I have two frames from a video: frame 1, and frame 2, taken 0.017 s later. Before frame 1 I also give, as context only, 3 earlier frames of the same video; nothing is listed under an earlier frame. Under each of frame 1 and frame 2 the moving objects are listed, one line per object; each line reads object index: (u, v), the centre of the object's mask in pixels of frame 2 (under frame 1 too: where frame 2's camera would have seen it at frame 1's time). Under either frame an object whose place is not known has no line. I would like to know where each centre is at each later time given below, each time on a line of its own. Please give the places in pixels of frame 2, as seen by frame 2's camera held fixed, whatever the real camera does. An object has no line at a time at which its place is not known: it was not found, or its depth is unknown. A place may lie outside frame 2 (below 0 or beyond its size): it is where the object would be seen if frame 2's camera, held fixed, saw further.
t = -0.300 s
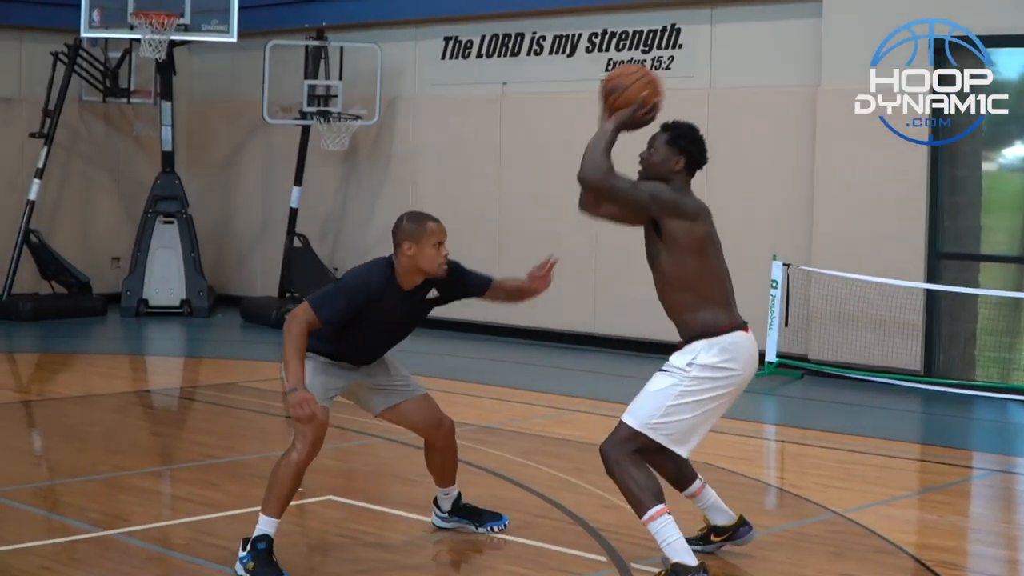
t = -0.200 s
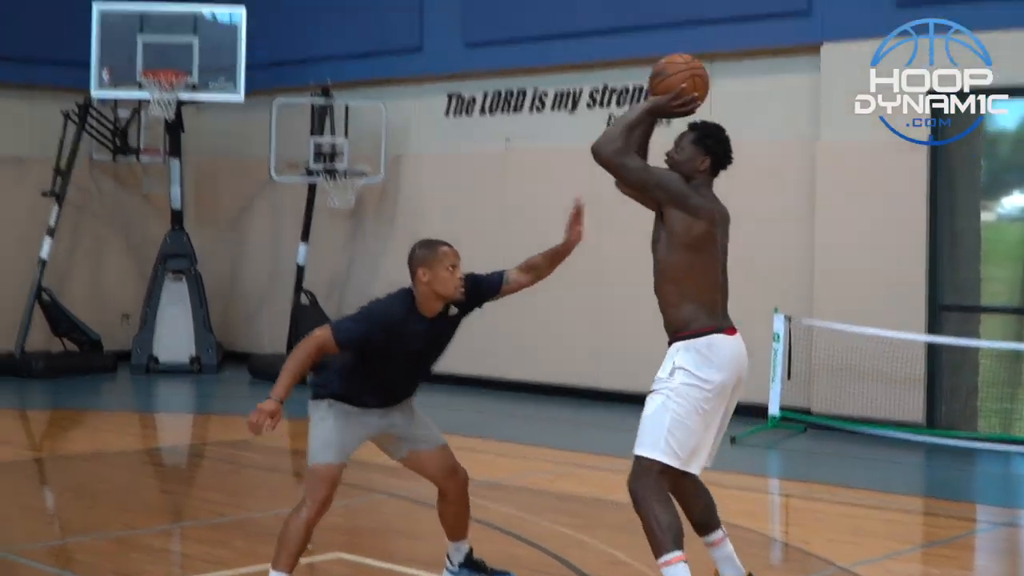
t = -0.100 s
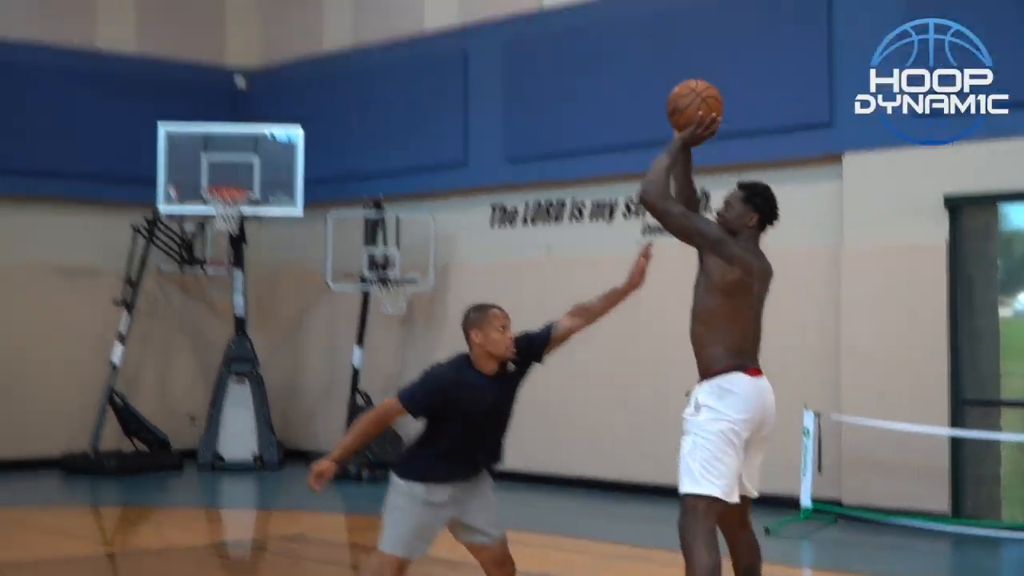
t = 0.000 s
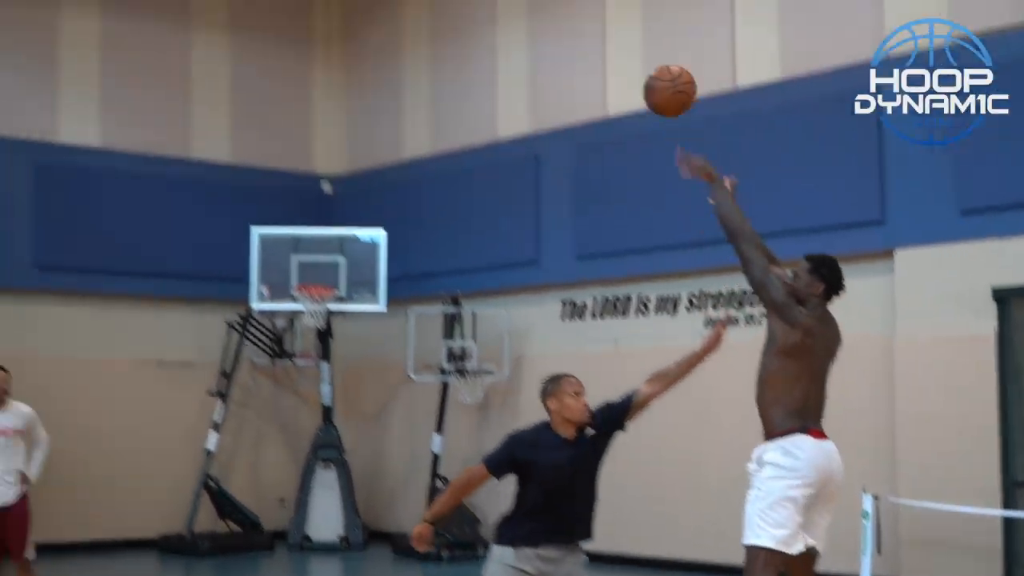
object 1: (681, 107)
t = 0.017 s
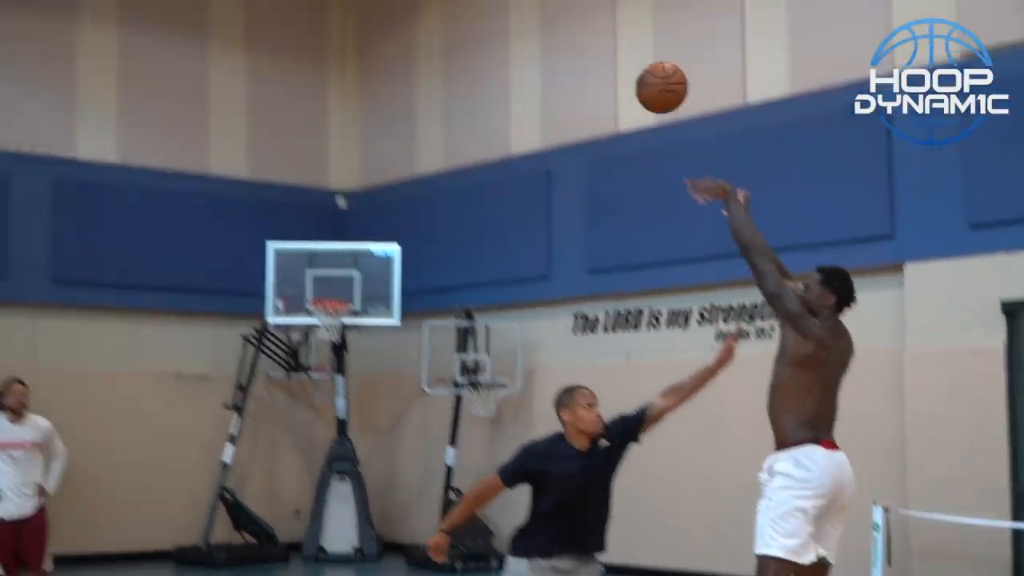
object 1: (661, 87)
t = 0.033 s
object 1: (642, 68)
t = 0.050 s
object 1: (623, 50)
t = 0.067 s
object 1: (605, 32)
